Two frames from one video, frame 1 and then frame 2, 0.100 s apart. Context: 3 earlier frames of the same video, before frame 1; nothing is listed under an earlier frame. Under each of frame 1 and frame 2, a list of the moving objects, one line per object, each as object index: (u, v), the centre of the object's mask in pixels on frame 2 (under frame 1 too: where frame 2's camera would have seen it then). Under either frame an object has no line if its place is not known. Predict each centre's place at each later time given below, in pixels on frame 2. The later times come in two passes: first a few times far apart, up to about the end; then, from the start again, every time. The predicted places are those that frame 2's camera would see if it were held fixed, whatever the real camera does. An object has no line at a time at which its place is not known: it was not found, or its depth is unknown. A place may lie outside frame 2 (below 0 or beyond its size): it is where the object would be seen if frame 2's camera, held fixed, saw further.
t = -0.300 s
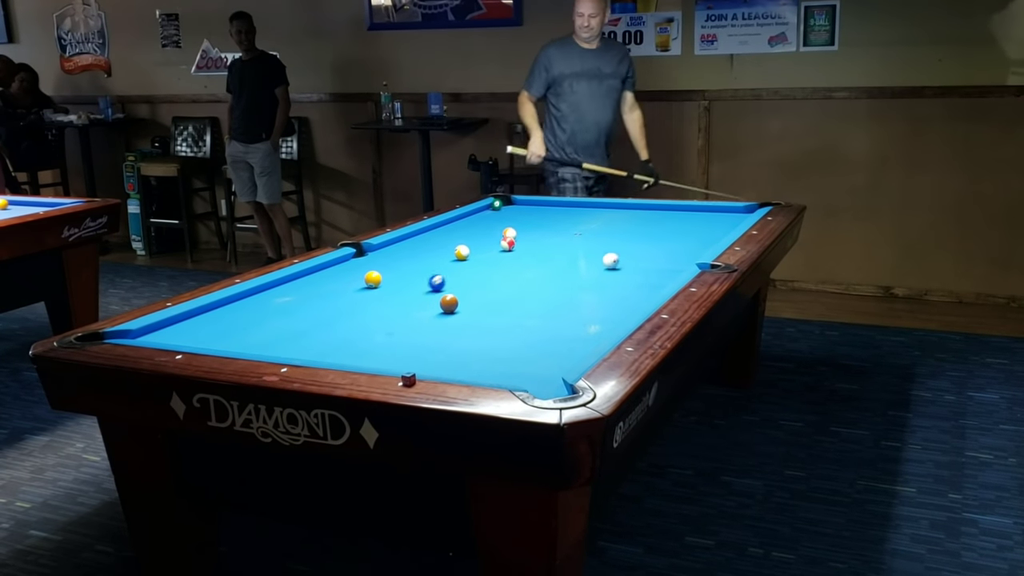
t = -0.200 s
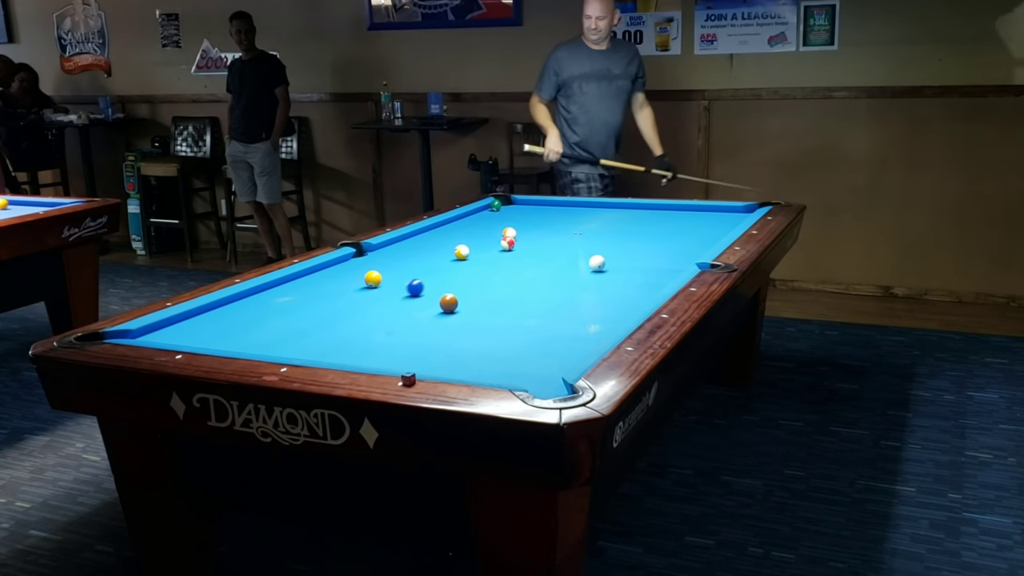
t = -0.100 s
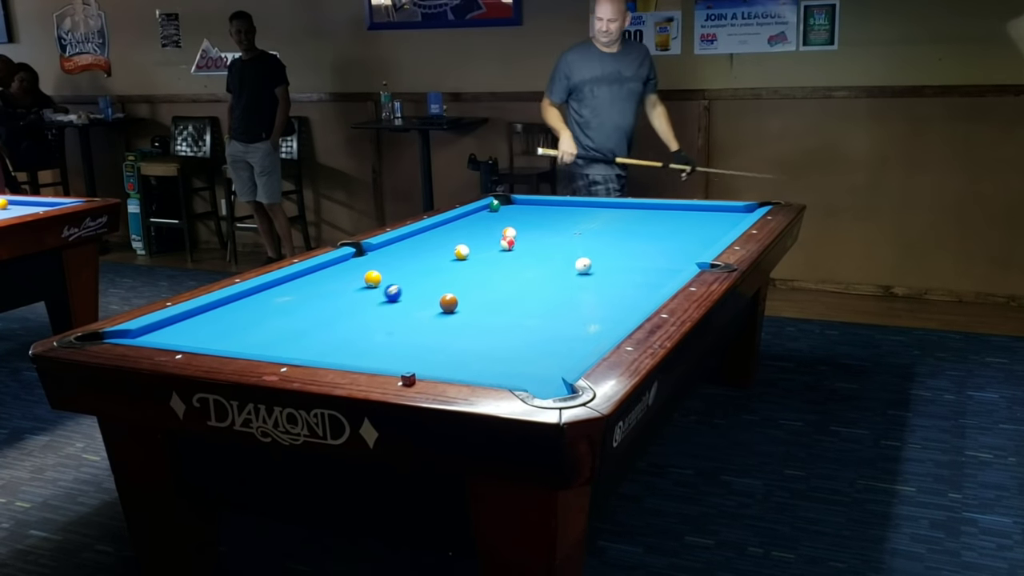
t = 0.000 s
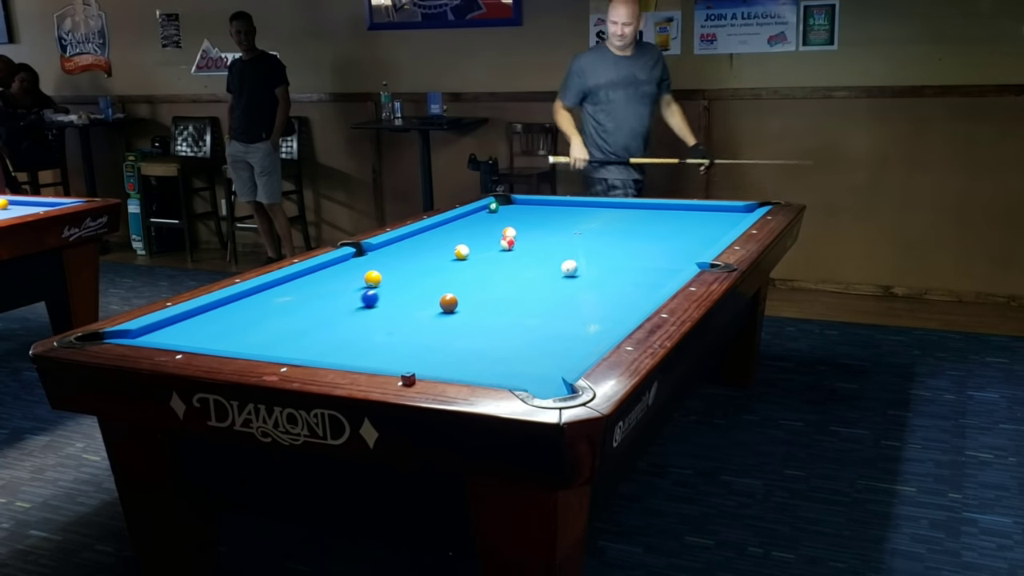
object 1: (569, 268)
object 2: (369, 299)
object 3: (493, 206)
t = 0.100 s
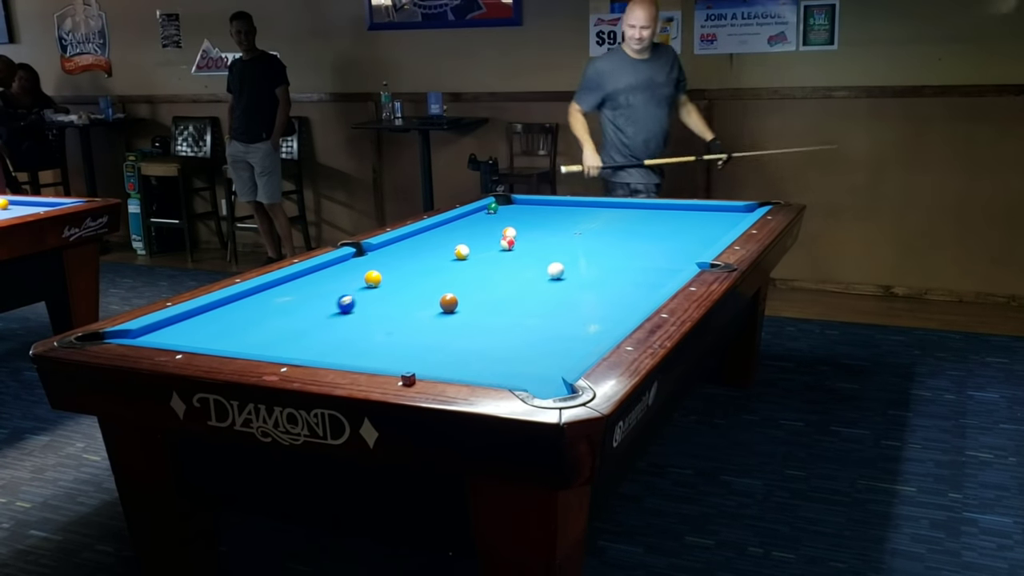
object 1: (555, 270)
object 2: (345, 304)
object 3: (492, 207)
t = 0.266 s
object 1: (532, 275)
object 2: (305, 314)
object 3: (490, 209)
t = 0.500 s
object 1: (500, 281)
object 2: (243, 328)
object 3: (488, 211)
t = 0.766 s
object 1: (462, 288)
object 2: (173, 339)
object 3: (485, 213)
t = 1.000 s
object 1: (429, 294)
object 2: (186, 333)
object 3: (482, 214)
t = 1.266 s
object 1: (391, 302)
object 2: (197, 323)
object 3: (481, 217)
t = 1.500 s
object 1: (357, 308)
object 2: (207, 315)
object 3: (480, 218)
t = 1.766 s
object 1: (319, 315)
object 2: (216, 306)
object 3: (478, 219)
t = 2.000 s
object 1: (286, 322)
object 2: (232, 301)
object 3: (477, 221)
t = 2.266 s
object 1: (248, 329)
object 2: (250, 297)
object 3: (476, 221)
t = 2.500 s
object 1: (216, 335)
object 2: (264, 293)
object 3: (474, 222)
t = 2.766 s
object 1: (181, 338)
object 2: (277, 290)
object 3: (473, 222)
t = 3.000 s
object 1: (169, 337)
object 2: (288, 287)
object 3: (473, 223)
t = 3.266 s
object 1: (170, 335)
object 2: (299, 285)
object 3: (473, 223)
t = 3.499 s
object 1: (172, 333)
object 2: (308, 283)
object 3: (473, 223)
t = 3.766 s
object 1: (173, 329)
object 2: (316, 281)
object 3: (473, 223)
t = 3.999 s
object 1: (175, 327)
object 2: (322, 279)
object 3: (473, 223)
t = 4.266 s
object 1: (176, 324)
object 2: (327, 278)
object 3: (473, 223)
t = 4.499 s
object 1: (177, 323)
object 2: (331, 277)
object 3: (473, 223)
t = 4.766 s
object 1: (179, 321)
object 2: (334, 276)
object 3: (473, 223)
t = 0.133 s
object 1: (551, 271)
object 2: (337, 306)
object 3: (492, 207)
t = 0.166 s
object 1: (546, 272)
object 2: (329, 308)
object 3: (491, 208)
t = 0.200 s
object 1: (542, 273)
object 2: (321, 310)
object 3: (491, 208)
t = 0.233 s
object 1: (537, 274)
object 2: (312, 312)
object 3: (491, 208)
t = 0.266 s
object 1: (532, 275)
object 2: (305, 314)
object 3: (490, 209)
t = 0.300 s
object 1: (527, 276)
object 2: (296, 316)
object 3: (490, 209)
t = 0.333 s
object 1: (523, 277)
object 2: (287, 318)
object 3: (489, 209)
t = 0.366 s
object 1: (519, 278)
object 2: (278, 320)
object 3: (489, 210)
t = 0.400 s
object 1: (514, 279)
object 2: (269, 322)
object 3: (489, 210)
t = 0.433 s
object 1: (509, 280)
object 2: (260, 324)
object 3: (488, 210)
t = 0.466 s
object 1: (504, 281)
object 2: (252, 326)
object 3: (488, 211)
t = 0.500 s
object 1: (500, 281)
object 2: (243, 328)
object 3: (488, 211)
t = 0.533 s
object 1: (495, 282)
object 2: (233, 330)
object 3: (487, 211)
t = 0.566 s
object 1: (490, 283)
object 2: (225, 332)
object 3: (487, 211)
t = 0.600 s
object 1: (486, 284)
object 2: (216, 334)
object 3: (486, 211)
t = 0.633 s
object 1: (481, 285)
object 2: (206, 337)
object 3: (486, 212)
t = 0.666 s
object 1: (476, 286)
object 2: (197, 338)
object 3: (486, 212)
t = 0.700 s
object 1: (471, 287)
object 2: (189, 338)
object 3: (486, 212)
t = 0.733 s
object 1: (467, 288)
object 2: (178, 339)
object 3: (485, 213)
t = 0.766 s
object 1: (462, 288)
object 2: (173, 339)
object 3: (485, 213)
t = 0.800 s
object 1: (458, 289)
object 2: (175, 338)
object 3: (485, 213)
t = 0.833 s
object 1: (453, 288)
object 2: (177, 338)
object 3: (484, 214)
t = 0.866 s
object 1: (448, 289)
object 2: (179, 337)
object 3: (484, 214)
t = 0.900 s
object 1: (442, 290)
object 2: (181, 336)
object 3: (484, 214)
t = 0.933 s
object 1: (437, 291)
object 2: (182, 335)
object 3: (483, 214)
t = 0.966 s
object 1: (433, 293)
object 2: (184, 334)
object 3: (482, 214)
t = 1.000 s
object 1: (429, 294)
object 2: (186, 333)
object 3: (482, 214)
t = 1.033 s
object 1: (424, 295)
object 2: (187, 332)
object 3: (482, 214)
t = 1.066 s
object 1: (419, 296)
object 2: (189, 331)
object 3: (481, 214)
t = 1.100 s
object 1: (414, 297)
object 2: (190, 329)
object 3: (481, 215)
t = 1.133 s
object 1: (410, 298)
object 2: (191, 328)
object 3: (481, 216)
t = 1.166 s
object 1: (405, 299)
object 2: (193, 327)
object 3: (481, 216)
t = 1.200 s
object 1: (400, 300)
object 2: (194, 325)
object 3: (481, 216)
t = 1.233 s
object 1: (396, 301)
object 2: (196, 324)
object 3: (481, 217)
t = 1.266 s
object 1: (391, 302)
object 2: (197, 323)
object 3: (481, 217)
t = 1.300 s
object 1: (386, 303)
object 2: (199, 322)
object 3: (481, 217)
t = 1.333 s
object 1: (381, 304)
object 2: (200, 320)
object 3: (481, 217)
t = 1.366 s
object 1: (377, 305)
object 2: (201, 319)
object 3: (480, 217)
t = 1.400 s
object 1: (372, 306)
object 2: (203, 318)
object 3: (480, 218)
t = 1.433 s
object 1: (367, 306)
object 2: (204, 317)
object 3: (480, 217)
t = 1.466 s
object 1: (362, 307)
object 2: (205, 316)
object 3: (480, 217)
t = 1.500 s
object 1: (357, 308)
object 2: (207, 315)
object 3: (480, 218)
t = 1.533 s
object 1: (353, 309)
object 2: (208, 314)
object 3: (479, 218)
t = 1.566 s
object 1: (348, 310)
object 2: (209, 312)
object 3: (479, 218)
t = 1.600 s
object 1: (343, 311)
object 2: (210, 311)
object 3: (479, 218)
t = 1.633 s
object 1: (338, 312)
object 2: (211, 310)
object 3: (479, 218)
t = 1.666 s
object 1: (333, 313)
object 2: (212, 309)
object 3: (479, 219)
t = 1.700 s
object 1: (329, 314)
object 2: (214, 308)
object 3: (478, 219)
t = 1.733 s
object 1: (324, 314)
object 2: (215, 307)
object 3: (478, 219)
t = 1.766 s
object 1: (319, 315)
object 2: (216, 306)
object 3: (478, 219)
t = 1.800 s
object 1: (314, 316)
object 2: (218, 305)
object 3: (478, 220)
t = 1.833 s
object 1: (309, 317)
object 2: (220, 304)
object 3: (478, 220)
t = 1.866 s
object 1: (305, 318)
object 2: (223, 304)
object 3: (478, 220)
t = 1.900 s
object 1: (300, 319)
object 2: (225, 303)
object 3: (477, 220)
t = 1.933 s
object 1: (295, 320)
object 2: (228, 302)
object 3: (477, 220)
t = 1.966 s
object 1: (290, 321)
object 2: (230, 302)
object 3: (477, 221)
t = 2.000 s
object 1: (286, 322)
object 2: (232, 301)
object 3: (477, 221)
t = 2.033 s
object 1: (281, 323)
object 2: (234, 301)
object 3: (477, 221)
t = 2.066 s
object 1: (276, 323)
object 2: (236, 300)
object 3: (476, 221)
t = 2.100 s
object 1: (272, 324)
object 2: (239, 300)
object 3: (476, 221)
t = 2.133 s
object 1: (267, 325)
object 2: (241, 299)
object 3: (476, 221)
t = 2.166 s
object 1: (262, 326)
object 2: (244, 298)
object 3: (476, 222)
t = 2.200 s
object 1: (258, 327)
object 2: (246, 298)
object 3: (476, 222)
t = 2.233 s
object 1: (253, 328)
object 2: (248, 298)
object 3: (476, 221)
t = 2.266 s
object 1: (248, 329)
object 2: (250, 297)
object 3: (476, 221)
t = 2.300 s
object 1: (244, 329)
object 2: (252, 297)
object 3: (475, 222)
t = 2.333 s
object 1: (239, 330)
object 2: (254, 296)
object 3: (475, 222)
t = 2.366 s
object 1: (234, 331)
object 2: (256, 296)
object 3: (475, 221)
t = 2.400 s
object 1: (230, 332)
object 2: (258, 295)
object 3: (475, 222)
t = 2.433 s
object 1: (225, 333)
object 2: (260, 294)
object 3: (474, 221)
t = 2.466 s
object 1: (221, 333)
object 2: (262, 294)
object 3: (475, 222)
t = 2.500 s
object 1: (216, 335)
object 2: (264, 293)
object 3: (474, 222)
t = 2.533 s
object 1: (212, 335)
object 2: (265, 293)
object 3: (474, 222)
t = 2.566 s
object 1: (207, 336)
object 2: (267, 293)
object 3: (474, 222)
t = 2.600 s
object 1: (203, 337)
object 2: (269, 292)
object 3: (474, 222)
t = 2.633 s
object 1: (198, 337)
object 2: (270, 292)
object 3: (474, 222)
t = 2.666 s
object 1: (194, 337)
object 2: (272, 292)
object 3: (474, 222)
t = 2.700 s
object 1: (189, 337)
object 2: (274, 291)
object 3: (474, 222)
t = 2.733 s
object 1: (185, 338)
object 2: (275, 290)
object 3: (473, 222)
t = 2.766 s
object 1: (181, 338)
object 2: (277, 290)
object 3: (473, 222)
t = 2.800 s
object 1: (176, 338)
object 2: (279, 289)
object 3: (473, 222)
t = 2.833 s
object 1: (172, 338)
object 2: (281, 289)
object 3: (473, 223)
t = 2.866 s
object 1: (168, 339)
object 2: (282, 289)
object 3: (473, 222)
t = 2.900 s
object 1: (168, 338)
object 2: (284, 288)
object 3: (473, 223)
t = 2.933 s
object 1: (169, 338)
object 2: (285, 288)
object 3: (473, 223)
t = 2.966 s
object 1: (169, 338)
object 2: (287, 287)
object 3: (473, 223)
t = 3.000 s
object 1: (169, 337)
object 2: (288, 287)
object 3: (473, 223)
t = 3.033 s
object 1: (169, 337)
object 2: (290, 287)
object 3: (473, 223)
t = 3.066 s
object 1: (169, 337)
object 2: (291, 287)
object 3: (473, 223)
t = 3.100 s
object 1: (169, 336)
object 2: (293, 286)
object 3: (473, 223)
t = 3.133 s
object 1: (169, 336)
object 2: (294, 286)
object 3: (473, 223)
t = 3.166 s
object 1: (170, 335)
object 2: (295, 286)
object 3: (473, 223)
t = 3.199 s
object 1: (170, 335)
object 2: (297, 285)
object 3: (473, 223)
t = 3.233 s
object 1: (170, 335)
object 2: (298, 285)
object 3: (473, 223)
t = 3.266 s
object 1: (170, 335)
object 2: (299, 285)
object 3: (473, 223)
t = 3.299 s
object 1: (171, 334)
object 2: (301, 284)
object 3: (473, 223)
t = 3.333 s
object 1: (171, 334)
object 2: (302, 284)
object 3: (473, 223)
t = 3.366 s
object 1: (171, 334)
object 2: (303, 283)
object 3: (473, 223)
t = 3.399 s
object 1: (171, 333)
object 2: (304, 283)
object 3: (473, 223)
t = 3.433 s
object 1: (171, 333)
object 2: (305, 283)
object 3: (473, 223)
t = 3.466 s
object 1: (171, 333)
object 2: (306, 283)
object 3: (473, 223)
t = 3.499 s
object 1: (172, 333)
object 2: (308, 283)
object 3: (473, 223)
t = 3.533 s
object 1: (172, 332)
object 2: (309, 282)
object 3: (473, 223)
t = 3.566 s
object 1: (172, 332)
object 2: (310, 282)
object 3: (473, 223)
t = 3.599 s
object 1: (172, 331)
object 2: (311, 282)
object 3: (473, 223)
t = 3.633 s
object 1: (172, 331)
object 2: (312, 282)
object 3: (473, 223)
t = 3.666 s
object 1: (173, 330)
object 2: (313, 281)
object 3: (473, 223)
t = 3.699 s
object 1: (173, 330)
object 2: (314, 281)
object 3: (473, 223)
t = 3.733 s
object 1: (173, 330)
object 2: (315, 281)
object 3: (473, 223)
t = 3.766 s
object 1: (173, 329)
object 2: (316, 281)
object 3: (473, 223)
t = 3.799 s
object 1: (173, 329)
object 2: (317, 281)
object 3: (473, 223)
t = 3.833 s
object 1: (174, 329)
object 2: (318, 280)
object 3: (473, 223)
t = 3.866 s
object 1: (174, 328)
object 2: (319, 280)
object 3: (473, 223)
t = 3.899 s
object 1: (174, 328)
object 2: (319, 280)
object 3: (473, 223)
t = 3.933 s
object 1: (174, 327)
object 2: (320, 280)
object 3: (473, 223)
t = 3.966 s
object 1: (174, 327)
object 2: (321, 279)
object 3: (473, 223)
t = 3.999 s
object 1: (175, 327)
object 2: (322, 279)
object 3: (473, 223)
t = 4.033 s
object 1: (175, 326)
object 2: (322, 279)
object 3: (473, 223)
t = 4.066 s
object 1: (175, 326)
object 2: (323, 278)
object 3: (473, 223)
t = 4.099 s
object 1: (175, 326)
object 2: (324, 278)
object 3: (473, 223)
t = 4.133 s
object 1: (175, 325)
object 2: (324, 278)
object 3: (473, 223)
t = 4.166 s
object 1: (175, 325)
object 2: (325, 278)
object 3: (473, 223)
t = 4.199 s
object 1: (176, 325)
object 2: (326, 278)
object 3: (473, 223)
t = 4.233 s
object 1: (176, 324)
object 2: (327, 278)
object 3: (473, 223)
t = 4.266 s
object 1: (176, 324)
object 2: (327, 278)
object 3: (473, 223)
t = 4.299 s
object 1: (176, 324)
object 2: (328, 277)
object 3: (473, 223)
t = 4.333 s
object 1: (176, 324)
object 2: (328, 277)
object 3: (473, 223)
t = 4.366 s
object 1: (177, 324)
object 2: (329, 277)
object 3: (473, 223)
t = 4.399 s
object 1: (177, 323)
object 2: (329, 277)
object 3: (473, 223)
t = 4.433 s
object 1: (177, 323)
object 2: (330, 277)
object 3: (473, 223)
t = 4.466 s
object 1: (177, 322)
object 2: (330, 277)
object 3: (473, 223)
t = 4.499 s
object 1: (177, 323)
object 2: (331, 277)
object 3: (473, 223)
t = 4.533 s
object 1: (178, 322)
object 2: (331, 277)
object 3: (473, 223)
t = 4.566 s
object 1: (178, 322)
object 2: (332, 276)
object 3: (473, 223)
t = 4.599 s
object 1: (178, 322)
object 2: (332, 276)
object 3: (473, 222)
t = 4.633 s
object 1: (178, 322)
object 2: (332, 276)
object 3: (473, 222)
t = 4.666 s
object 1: (178, 321)
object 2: (333, 276)
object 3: (473, 222)
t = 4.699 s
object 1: (179, 322)
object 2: (333, 276)
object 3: (473, 223)
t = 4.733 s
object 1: (179, 321)
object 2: (333, 276)
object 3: (473, 223)
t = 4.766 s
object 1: (179, 321)
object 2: (334, 276)
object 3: (473, 223)
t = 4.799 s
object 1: (179, 321)
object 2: (334, 276)
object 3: (473, 223)
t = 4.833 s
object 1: (179, 321)
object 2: (334, 276)
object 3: (473, 223)
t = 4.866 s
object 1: (179, 321)
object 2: (334, 276)
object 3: (473, 223)
